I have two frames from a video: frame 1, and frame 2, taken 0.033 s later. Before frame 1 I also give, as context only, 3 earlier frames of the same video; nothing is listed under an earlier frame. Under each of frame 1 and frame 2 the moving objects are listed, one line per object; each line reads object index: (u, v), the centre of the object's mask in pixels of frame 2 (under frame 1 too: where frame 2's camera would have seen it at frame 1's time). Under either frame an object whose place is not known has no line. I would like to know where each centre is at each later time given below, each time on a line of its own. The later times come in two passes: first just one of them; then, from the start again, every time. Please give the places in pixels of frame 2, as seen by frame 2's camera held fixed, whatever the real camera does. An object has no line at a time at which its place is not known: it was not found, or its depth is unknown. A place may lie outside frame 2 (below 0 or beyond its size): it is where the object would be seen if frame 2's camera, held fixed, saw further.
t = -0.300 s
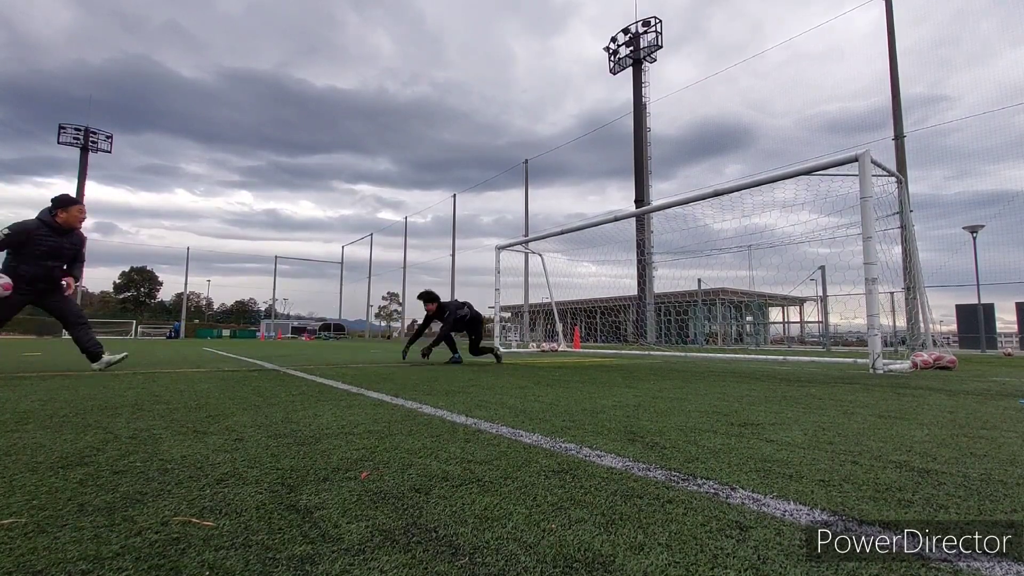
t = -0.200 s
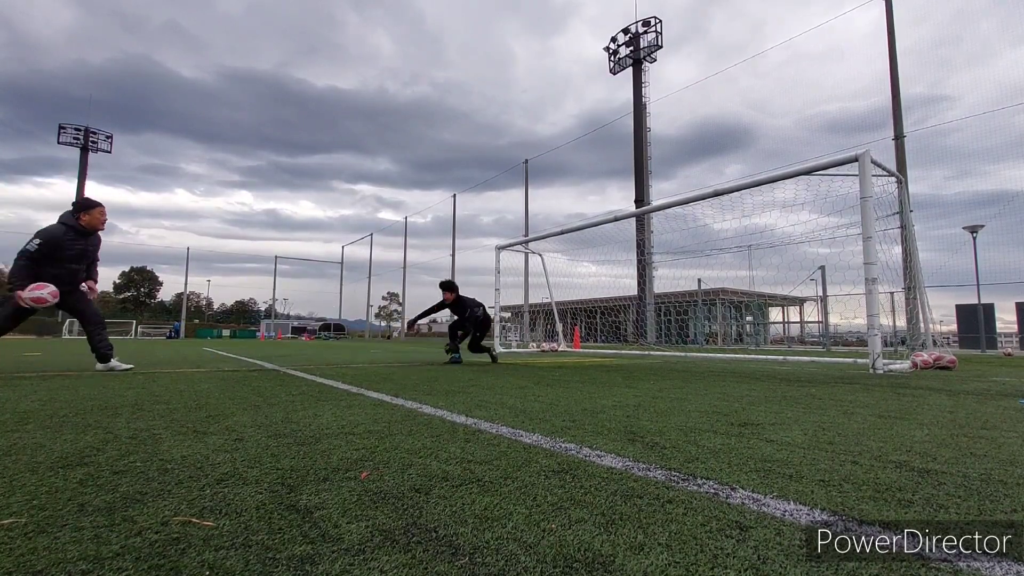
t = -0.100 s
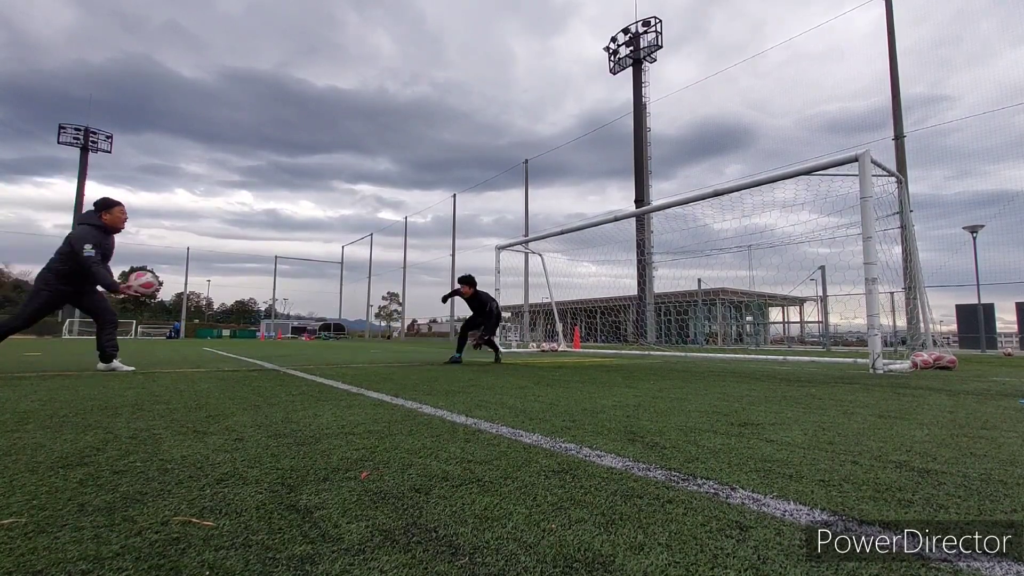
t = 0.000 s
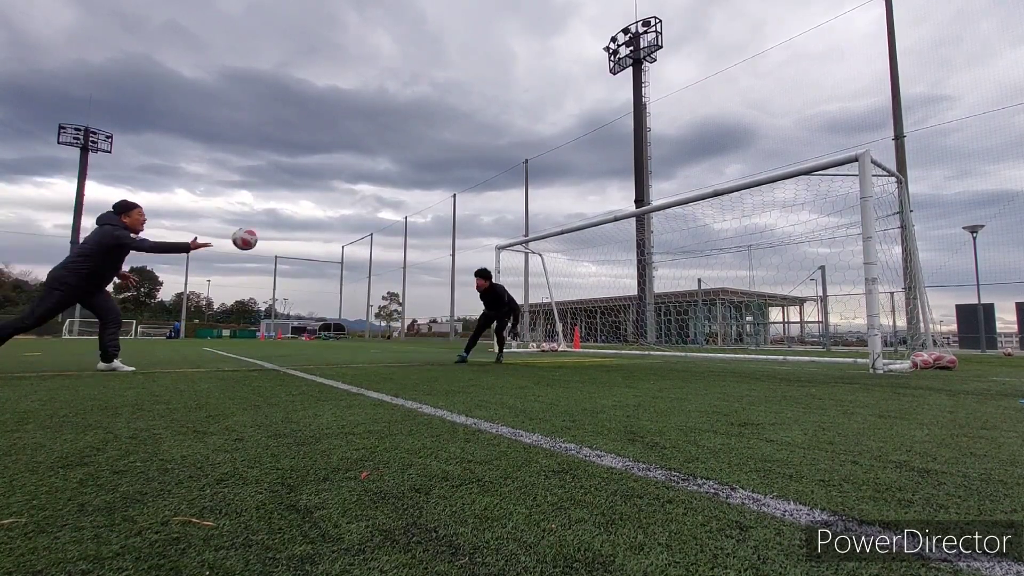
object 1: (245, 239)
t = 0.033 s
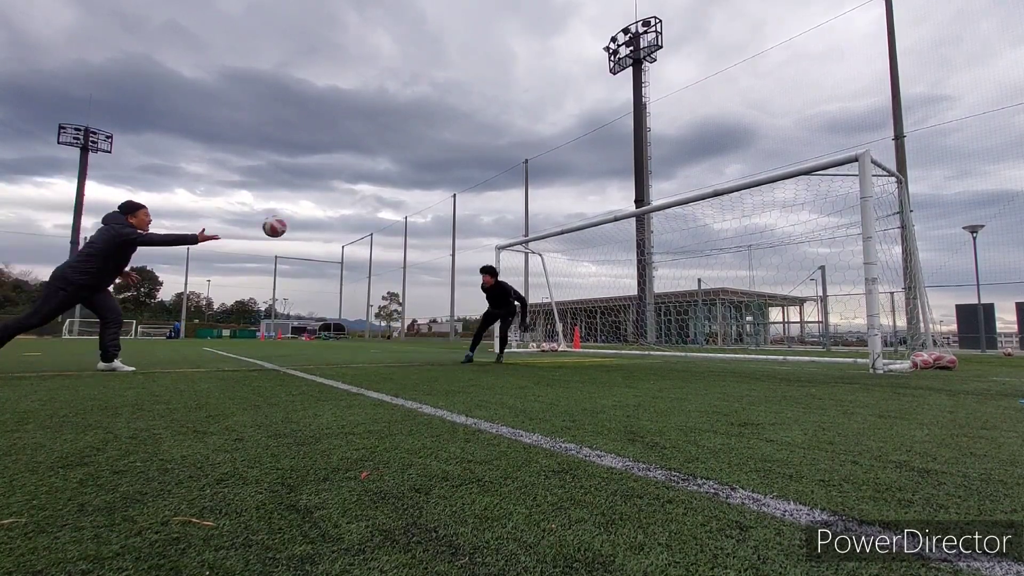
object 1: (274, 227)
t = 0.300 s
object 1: (455, 180)
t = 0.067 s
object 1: (302, 216)
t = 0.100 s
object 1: (327, 207)
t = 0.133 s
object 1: (351, 199)
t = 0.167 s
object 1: (374, 193)
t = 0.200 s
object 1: (396, 188)
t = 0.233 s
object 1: (416, 184)
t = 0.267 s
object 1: (436, 181)
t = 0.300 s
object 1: (455, 180)
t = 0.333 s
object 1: (472, 179)
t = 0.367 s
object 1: (489, 179)
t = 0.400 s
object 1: (505, 180)
